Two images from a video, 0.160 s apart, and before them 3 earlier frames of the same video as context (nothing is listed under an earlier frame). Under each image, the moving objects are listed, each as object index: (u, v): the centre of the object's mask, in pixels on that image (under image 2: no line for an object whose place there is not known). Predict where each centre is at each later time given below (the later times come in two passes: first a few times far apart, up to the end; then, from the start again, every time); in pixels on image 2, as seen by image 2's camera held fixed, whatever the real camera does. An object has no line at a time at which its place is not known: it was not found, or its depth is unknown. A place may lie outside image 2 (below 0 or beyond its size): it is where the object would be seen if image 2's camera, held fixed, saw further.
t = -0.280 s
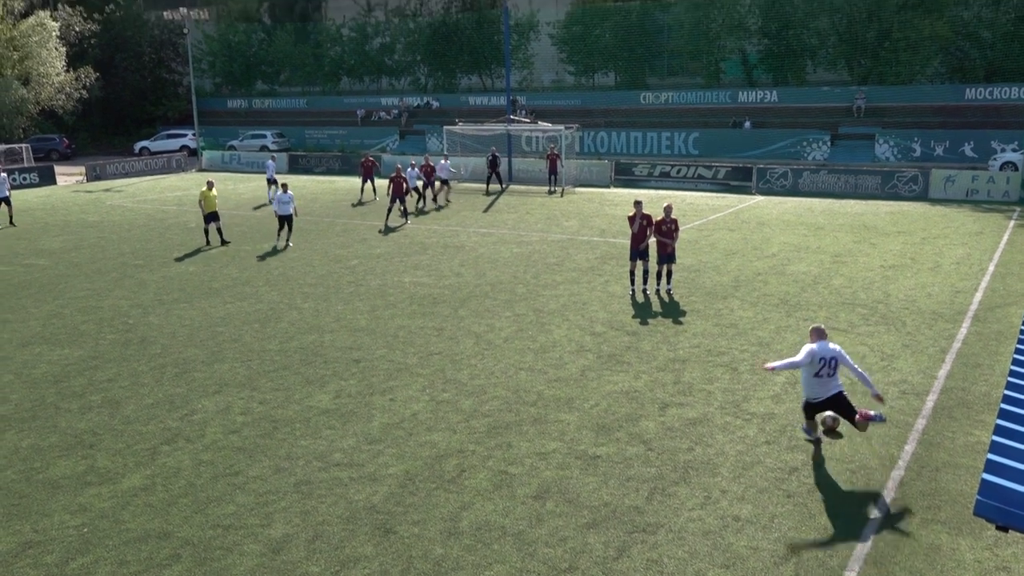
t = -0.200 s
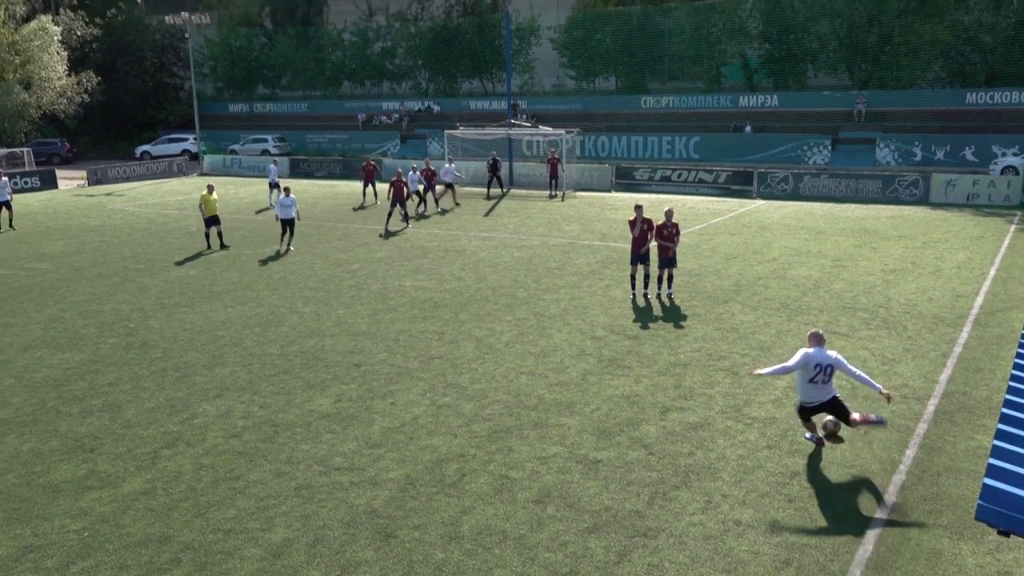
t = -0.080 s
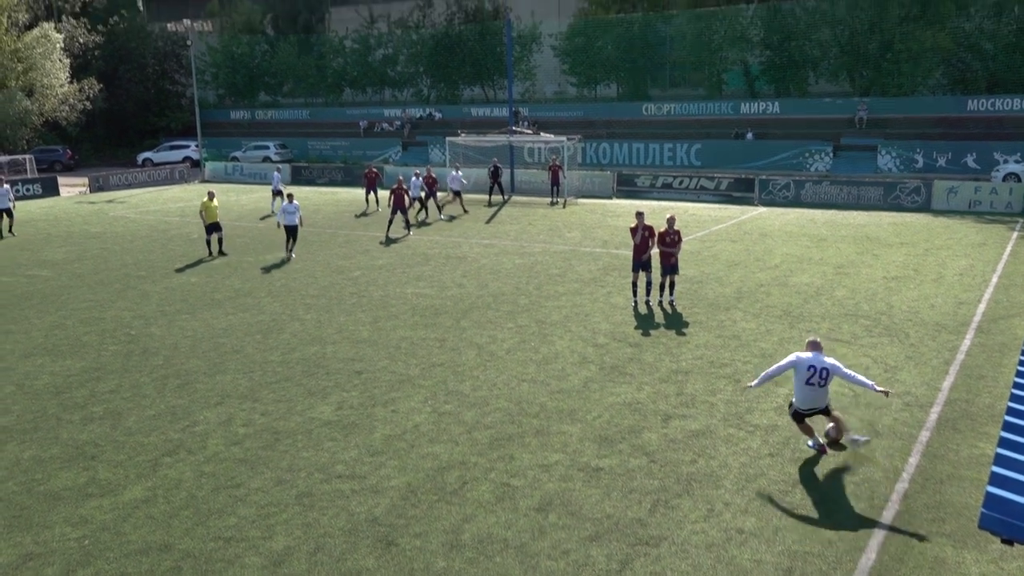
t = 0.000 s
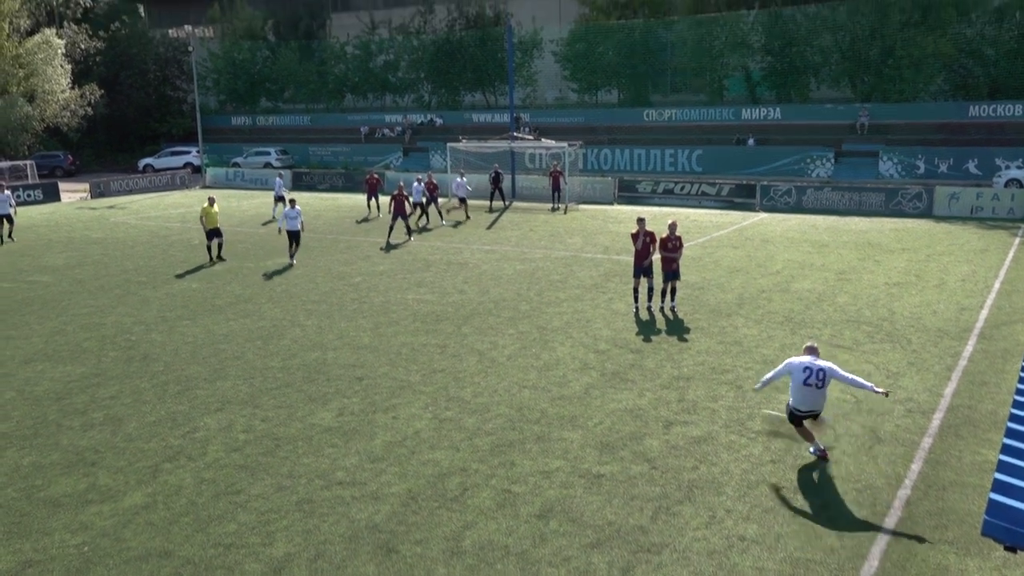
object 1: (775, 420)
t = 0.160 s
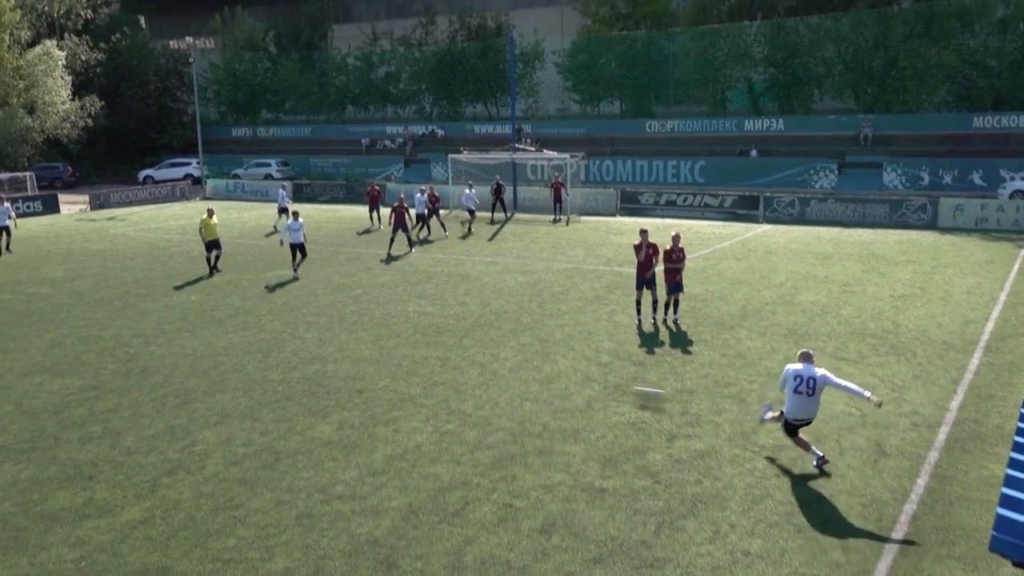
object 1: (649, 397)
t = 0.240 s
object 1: (595, 383)
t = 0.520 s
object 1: (450, 345)
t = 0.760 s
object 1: (362, 323)
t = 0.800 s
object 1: (349, 320)
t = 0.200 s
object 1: (621, 392)
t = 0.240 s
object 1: (595, 383)
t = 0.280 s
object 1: (571, 377)
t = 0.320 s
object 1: (548, 369)
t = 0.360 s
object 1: (526, 362)
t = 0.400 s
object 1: (506, 355)
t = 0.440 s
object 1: (487, 350)
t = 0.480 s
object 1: (468, 347)
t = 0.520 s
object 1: (450, 345)
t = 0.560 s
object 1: (434, 341)
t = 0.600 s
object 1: (417, 337)
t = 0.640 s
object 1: (402, 333)
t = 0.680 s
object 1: (389, 329)
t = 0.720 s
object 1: (375, 325)
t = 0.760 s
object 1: (362, 323)
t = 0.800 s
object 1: (349, 320)
